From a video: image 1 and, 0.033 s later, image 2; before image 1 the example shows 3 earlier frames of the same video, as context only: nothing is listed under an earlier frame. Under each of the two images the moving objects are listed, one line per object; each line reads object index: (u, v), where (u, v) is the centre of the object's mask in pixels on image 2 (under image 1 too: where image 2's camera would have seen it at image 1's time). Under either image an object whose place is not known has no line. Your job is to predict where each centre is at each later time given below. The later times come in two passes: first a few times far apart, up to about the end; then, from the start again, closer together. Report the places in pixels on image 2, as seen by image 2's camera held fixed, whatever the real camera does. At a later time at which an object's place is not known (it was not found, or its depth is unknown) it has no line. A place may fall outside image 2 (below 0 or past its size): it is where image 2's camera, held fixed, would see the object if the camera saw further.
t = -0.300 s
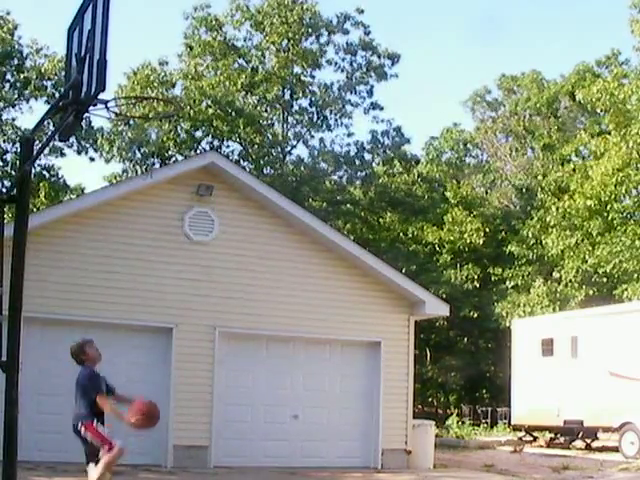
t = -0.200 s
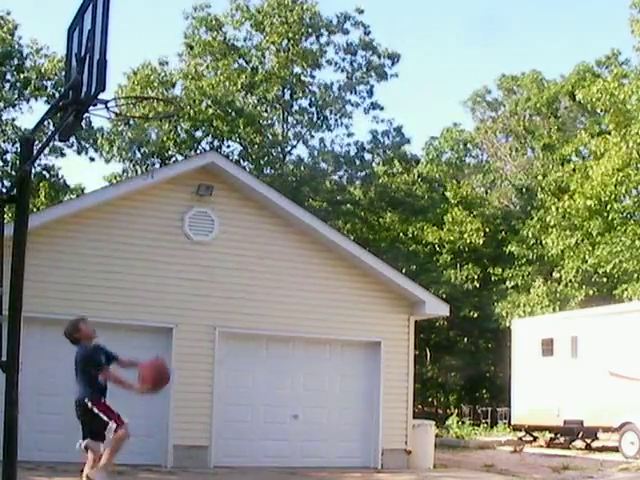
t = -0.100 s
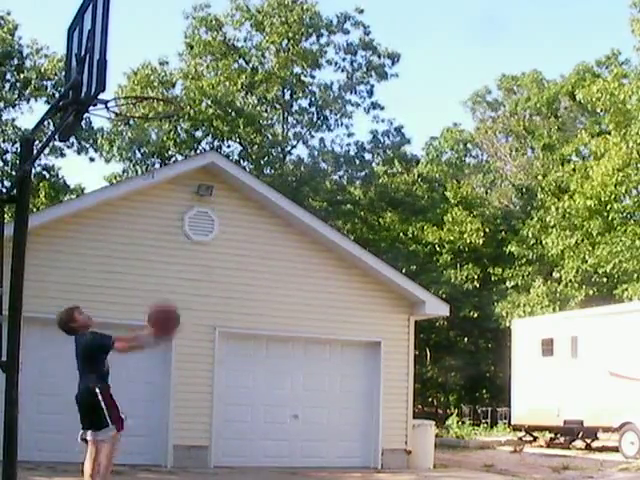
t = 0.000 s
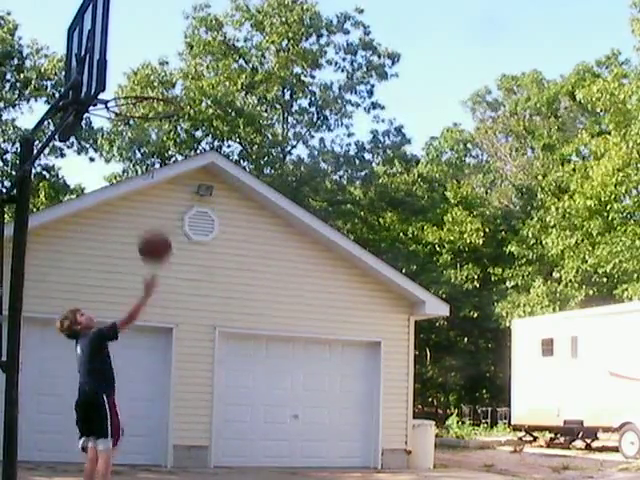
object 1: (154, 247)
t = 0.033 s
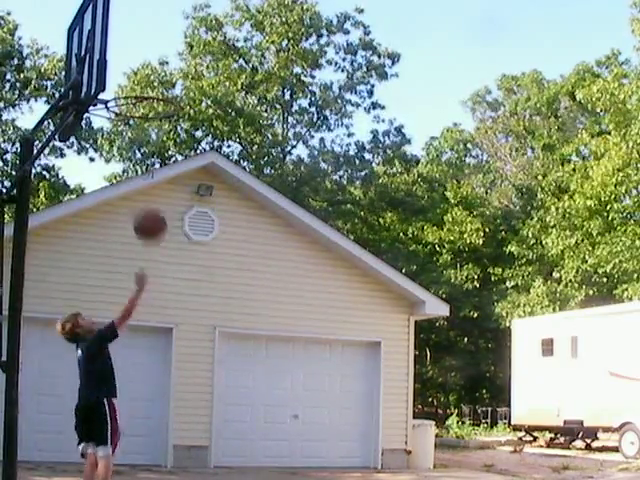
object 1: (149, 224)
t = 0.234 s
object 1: (117, 123)
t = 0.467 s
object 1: (113, 80)
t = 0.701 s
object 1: (143, 104)
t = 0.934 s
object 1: (157, 128)
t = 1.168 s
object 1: (142, 172)
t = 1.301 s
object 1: (131, 229)
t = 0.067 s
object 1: (144, 204)
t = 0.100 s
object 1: (140, 186)
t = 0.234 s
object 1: (117, 123)
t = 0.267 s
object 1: (113, 110)
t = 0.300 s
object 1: (108, 99)
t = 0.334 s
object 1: (106, 90)
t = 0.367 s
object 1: (106, 82)
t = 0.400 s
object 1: (106, 79)
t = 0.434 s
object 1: (107, 78)
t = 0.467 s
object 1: (113, 80)
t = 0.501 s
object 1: (116, 81)
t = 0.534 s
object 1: (121, 85)
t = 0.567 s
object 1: (126, 90)
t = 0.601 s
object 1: (130, 97)
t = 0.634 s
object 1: (135, 99)
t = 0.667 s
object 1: (139, 101)
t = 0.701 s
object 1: (143, 104)
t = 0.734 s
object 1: (147, 107)
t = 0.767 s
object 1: (148, 112)
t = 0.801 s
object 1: (155, 120)
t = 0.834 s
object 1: (157, 125)
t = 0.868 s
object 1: (157, 127)
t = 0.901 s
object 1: (157, 128)
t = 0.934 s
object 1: (157, 128)
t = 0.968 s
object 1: (156, 129)
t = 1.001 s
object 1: (154, 132)
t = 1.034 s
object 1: (151, 139)
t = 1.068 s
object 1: (149, 141)
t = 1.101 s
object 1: (146, 152)
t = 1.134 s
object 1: (144, 160)
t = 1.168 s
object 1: (142, 172)
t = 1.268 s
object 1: (133, 212)
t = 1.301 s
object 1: (131, 229)
